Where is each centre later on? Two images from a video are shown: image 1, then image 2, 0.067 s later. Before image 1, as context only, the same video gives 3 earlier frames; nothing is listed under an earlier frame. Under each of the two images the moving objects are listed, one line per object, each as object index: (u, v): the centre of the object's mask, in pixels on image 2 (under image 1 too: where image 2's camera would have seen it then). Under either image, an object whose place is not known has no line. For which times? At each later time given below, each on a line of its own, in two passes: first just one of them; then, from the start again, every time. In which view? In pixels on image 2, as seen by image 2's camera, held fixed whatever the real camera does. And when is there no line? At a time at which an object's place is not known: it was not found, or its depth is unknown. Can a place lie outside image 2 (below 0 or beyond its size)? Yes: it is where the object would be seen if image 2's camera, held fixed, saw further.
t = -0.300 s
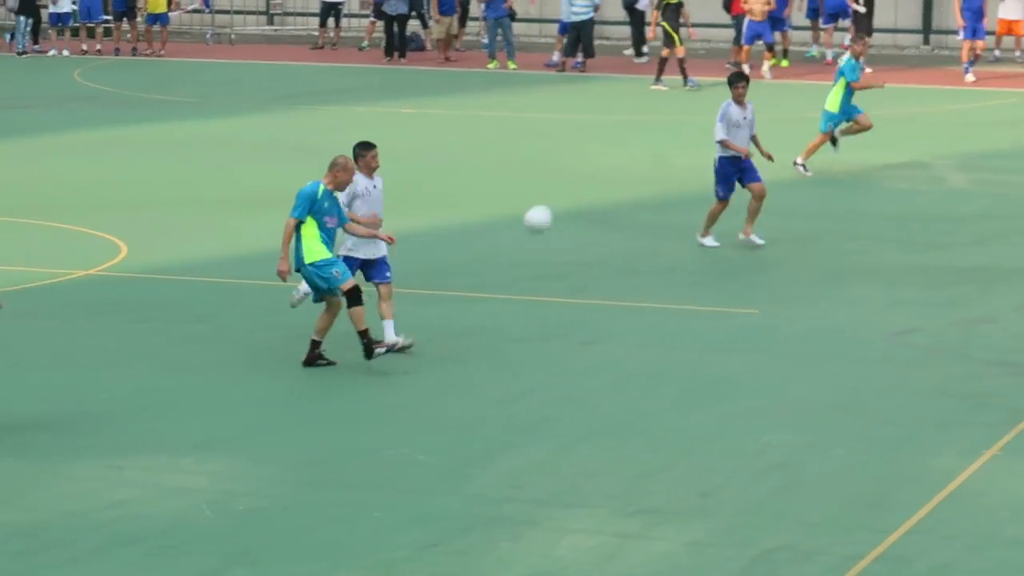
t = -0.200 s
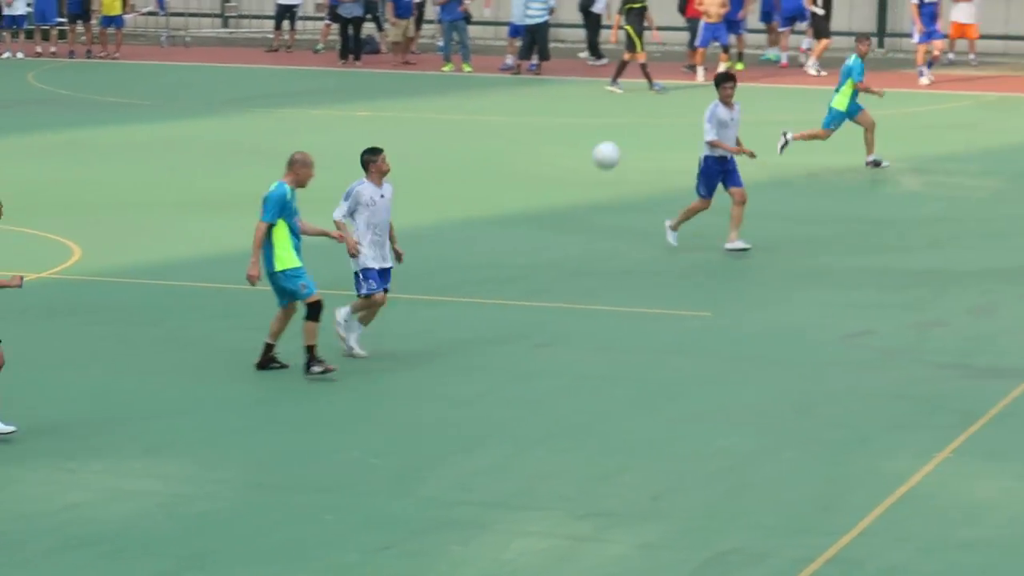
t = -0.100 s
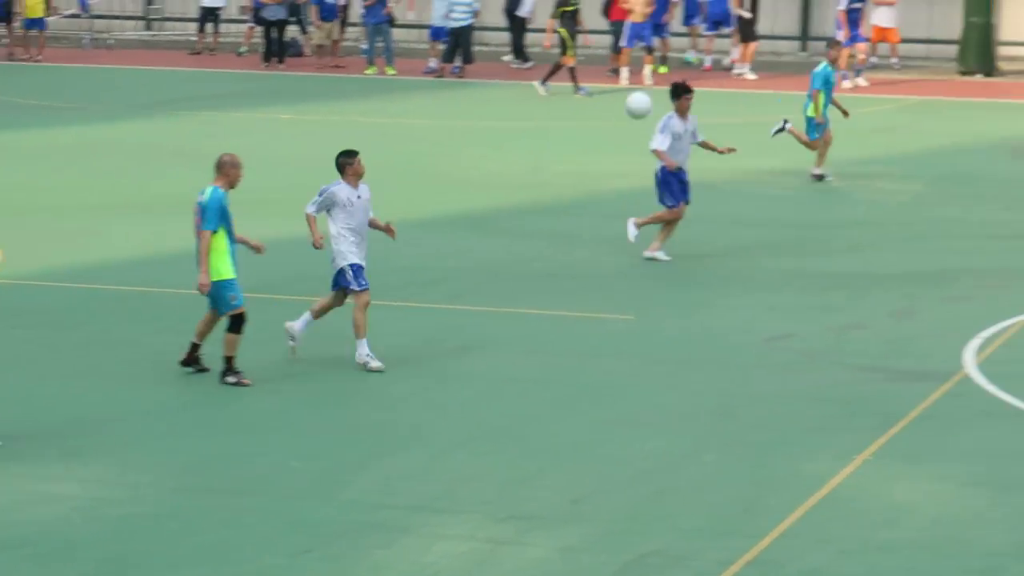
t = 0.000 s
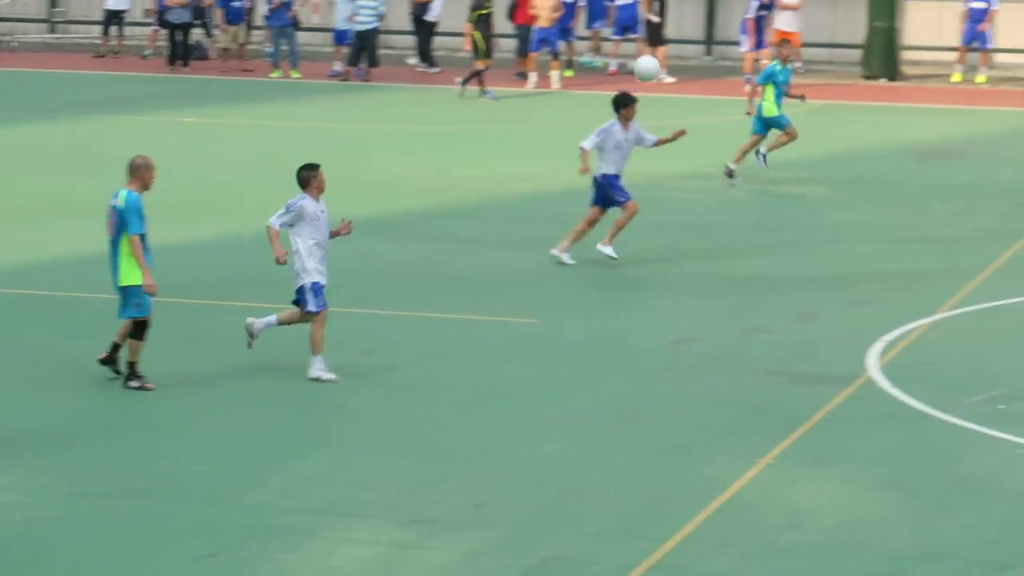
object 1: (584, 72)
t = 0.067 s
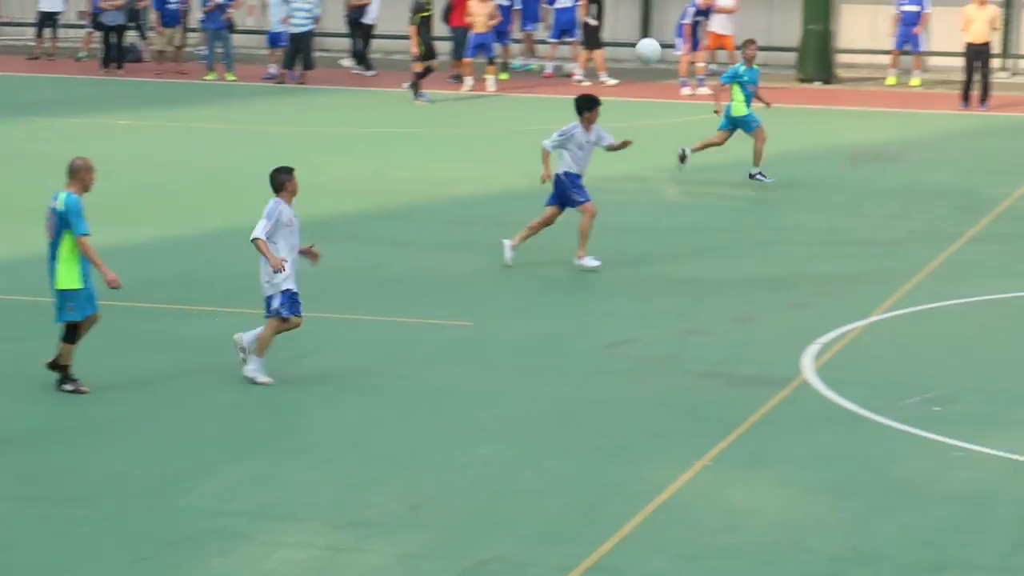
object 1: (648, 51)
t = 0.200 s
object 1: (767, 24)
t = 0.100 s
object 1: (677, 42)
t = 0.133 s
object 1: (708, 35)
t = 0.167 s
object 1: (738, 29)
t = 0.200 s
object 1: (767, 24)
